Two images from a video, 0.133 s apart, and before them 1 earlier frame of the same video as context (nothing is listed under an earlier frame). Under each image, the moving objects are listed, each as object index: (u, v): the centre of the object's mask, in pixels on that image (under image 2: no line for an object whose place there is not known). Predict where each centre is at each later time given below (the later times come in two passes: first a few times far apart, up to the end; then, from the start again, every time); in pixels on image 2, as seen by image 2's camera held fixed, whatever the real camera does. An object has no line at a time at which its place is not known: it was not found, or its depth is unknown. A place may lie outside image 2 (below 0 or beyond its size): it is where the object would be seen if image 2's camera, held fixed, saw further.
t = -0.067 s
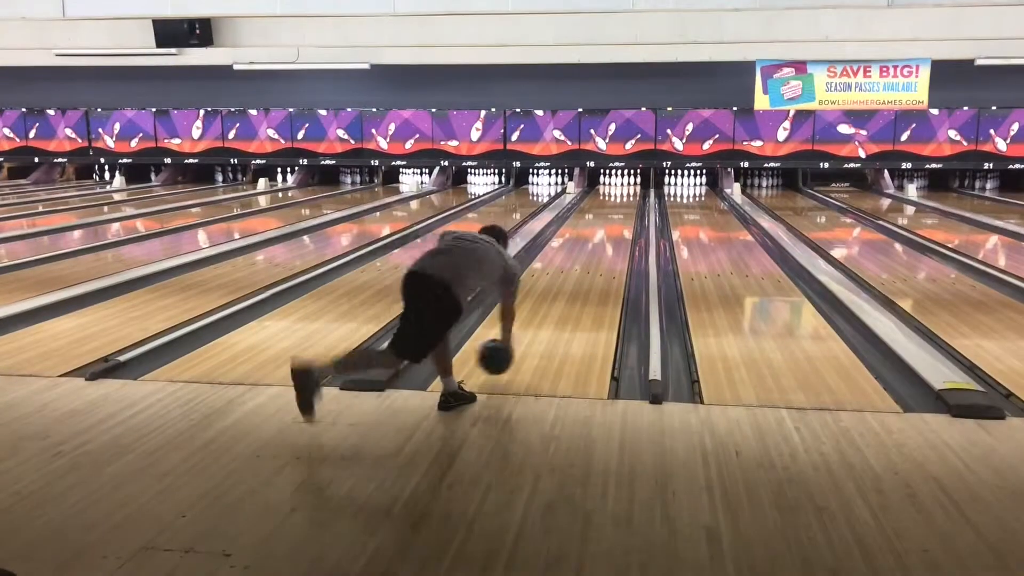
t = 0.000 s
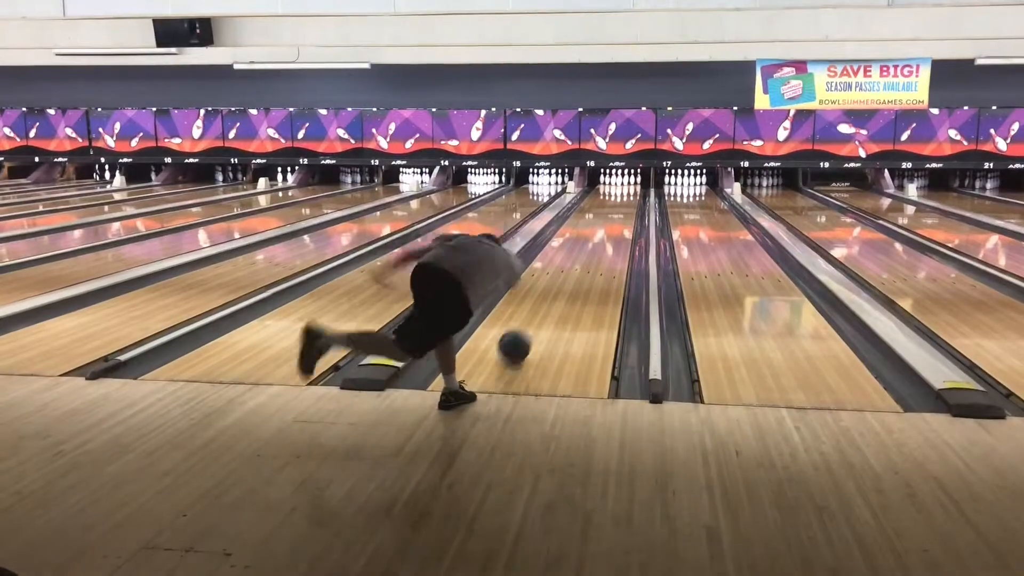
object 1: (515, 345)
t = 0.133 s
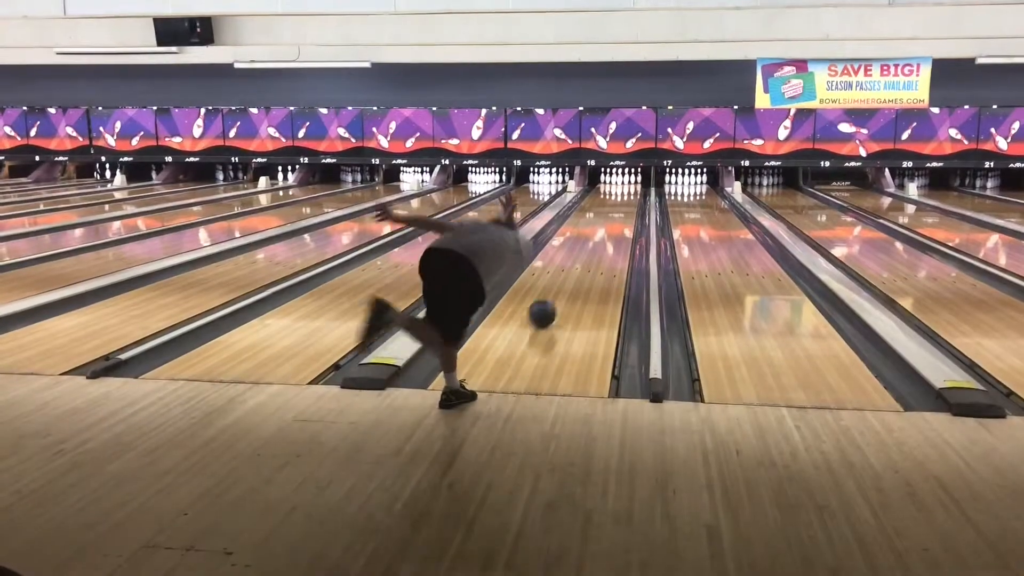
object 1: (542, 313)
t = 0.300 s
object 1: (566, 283)
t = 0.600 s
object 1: (596, 249)
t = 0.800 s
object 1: (607, 233)
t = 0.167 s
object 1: (547, 306)
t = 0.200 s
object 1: (553, 300)
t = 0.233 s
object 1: (558, 294)
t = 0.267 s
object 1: (562, 288)
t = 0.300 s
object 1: (566, 283)
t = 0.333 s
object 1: (570, 279)
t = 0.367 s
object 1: (574, 274)
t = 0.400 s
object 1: (578, 270)
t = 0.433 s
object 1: (581, 266)
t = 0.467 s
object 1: (584, 262)
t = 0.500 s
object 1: (587, 258)
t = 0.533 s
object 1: (590, 255)
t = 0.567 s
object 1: (593, 252)
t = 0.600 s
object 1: (596, 249)
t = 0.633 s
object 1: (599, 246)
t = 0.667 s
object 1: (604, 243)
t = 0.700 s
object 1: (596, 241)
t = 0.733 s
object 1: (601, 239)
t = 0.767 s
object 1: (604, 236)
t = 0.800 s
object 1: (607, 233)
